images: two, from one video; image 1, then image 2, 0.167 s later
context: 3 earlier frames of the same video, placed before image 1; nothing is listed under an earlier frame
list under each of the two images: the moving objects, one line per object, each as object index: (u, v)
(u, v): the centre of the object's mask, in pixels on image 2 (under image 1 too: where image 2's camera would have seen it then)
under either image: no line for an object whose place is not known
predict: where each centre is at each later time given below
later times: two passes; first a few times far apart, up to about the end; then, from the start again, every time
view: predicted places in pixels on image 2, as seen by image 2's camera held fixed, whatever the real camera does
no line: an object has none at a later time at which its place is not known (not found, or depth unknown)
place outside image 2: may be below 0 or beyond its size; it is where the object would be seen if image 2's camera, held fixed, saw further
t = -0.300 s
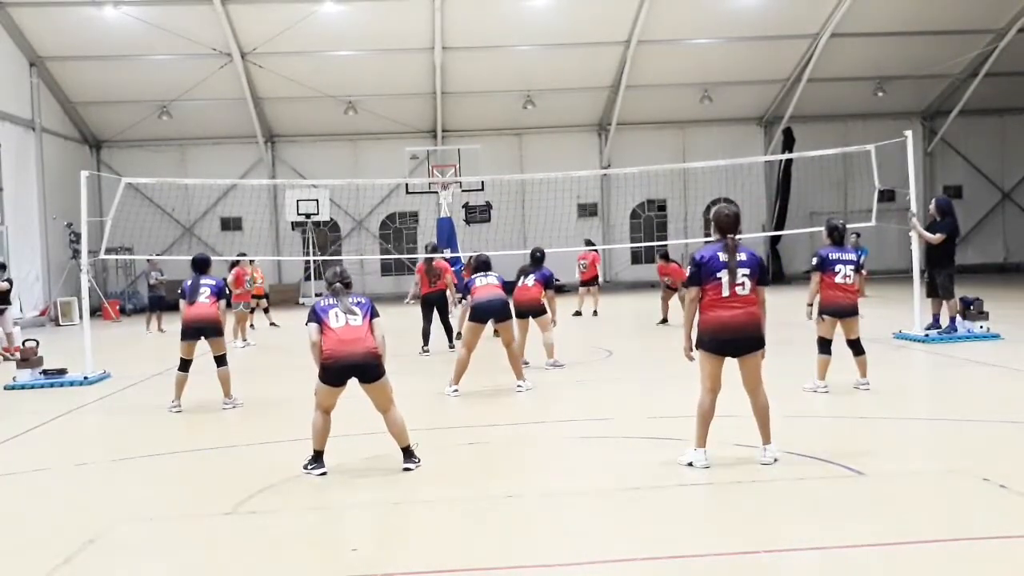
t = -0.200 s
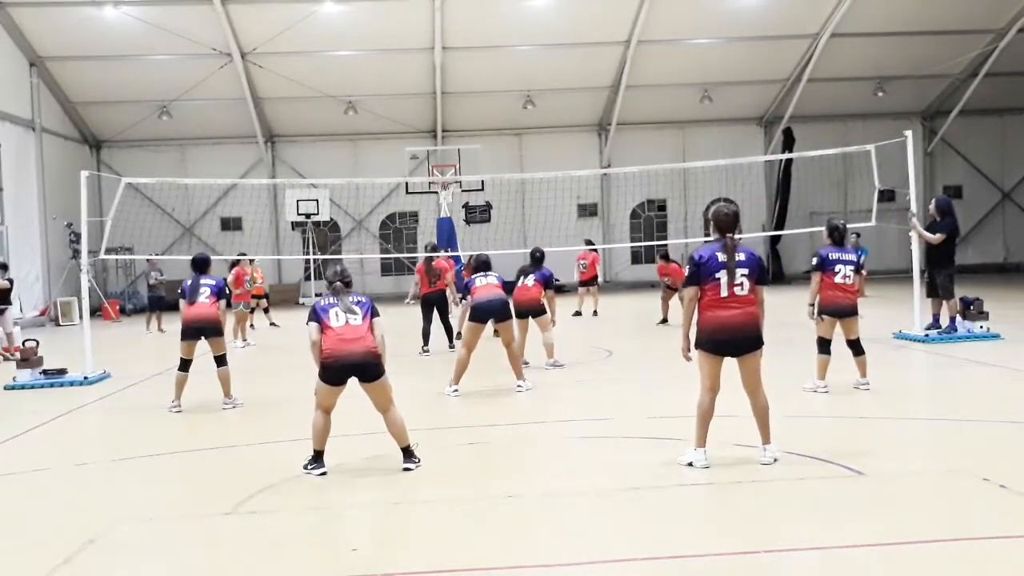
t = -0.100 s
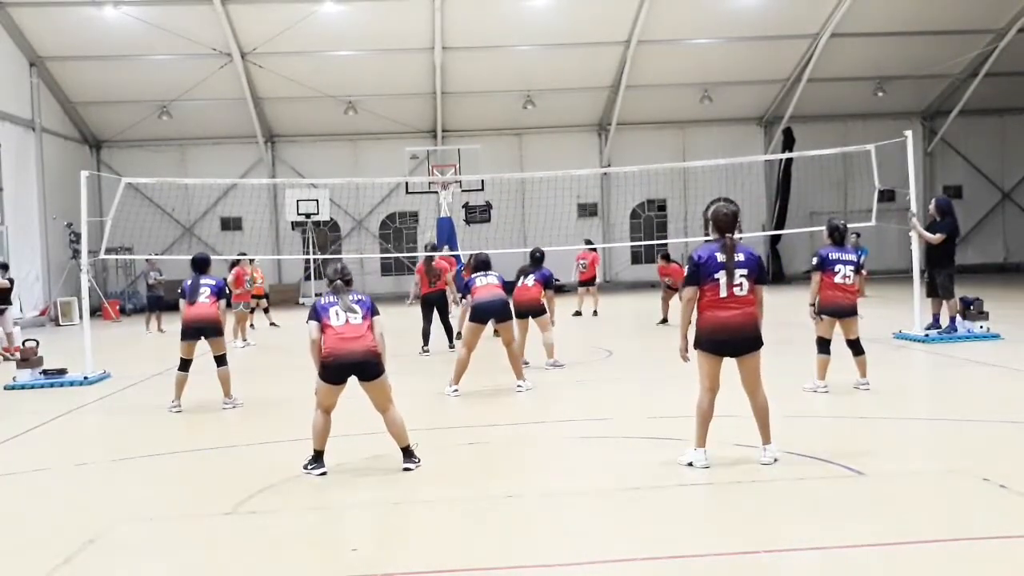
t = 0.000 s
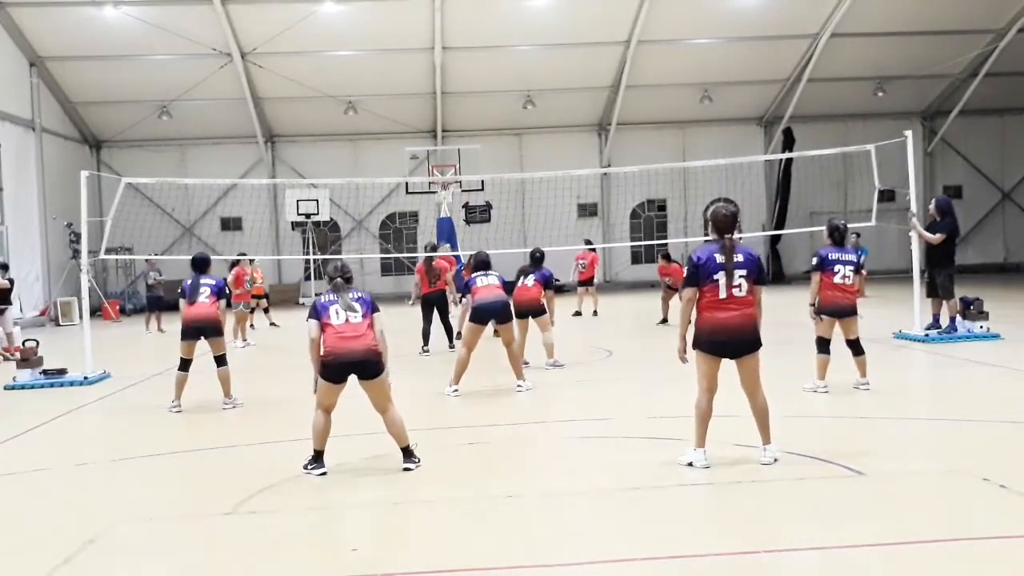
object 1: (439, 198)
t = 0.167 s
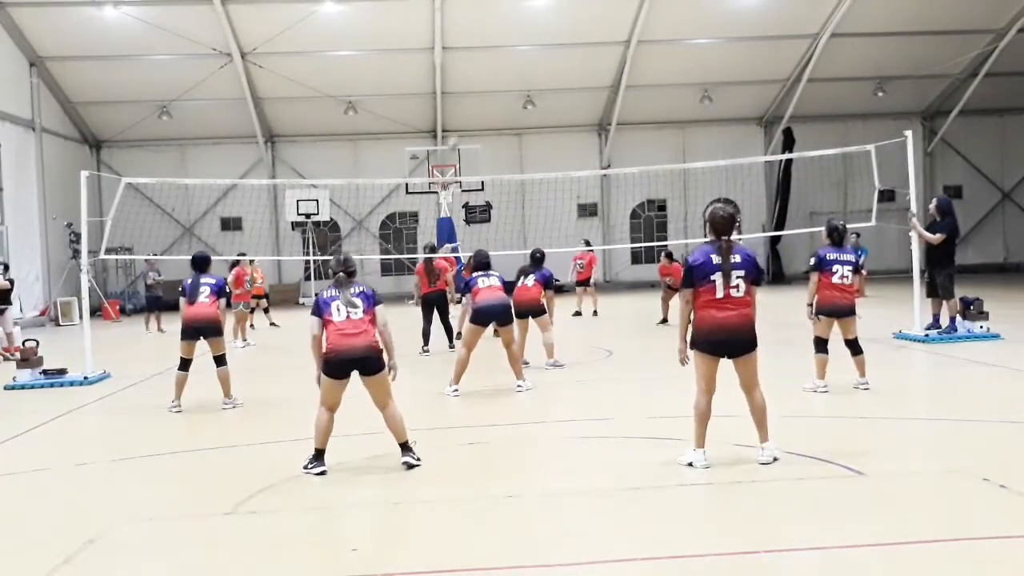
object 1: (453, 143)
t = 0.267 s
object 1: (462, 115)
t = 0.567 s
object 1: (501, 53)
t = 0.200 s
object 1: (455, 133)
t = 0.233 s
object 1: (458, 123)
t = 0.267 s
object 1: (462, 115)
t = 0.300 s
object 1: (466, 105)
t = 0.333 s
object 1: (470, 97)
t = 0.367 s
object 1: (474, 89)
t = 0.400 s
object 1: (478, 83)
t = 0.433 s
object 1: (482, 75)
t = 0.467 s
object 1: (486, 69)
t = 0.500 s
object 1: (491, 63)
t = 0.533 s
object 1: (496, 58)
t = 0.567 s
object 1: (501, 53)
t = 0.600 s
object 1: (506, 48)
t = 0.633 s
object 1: (511, 45)
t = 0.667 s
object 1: (516, 43)
